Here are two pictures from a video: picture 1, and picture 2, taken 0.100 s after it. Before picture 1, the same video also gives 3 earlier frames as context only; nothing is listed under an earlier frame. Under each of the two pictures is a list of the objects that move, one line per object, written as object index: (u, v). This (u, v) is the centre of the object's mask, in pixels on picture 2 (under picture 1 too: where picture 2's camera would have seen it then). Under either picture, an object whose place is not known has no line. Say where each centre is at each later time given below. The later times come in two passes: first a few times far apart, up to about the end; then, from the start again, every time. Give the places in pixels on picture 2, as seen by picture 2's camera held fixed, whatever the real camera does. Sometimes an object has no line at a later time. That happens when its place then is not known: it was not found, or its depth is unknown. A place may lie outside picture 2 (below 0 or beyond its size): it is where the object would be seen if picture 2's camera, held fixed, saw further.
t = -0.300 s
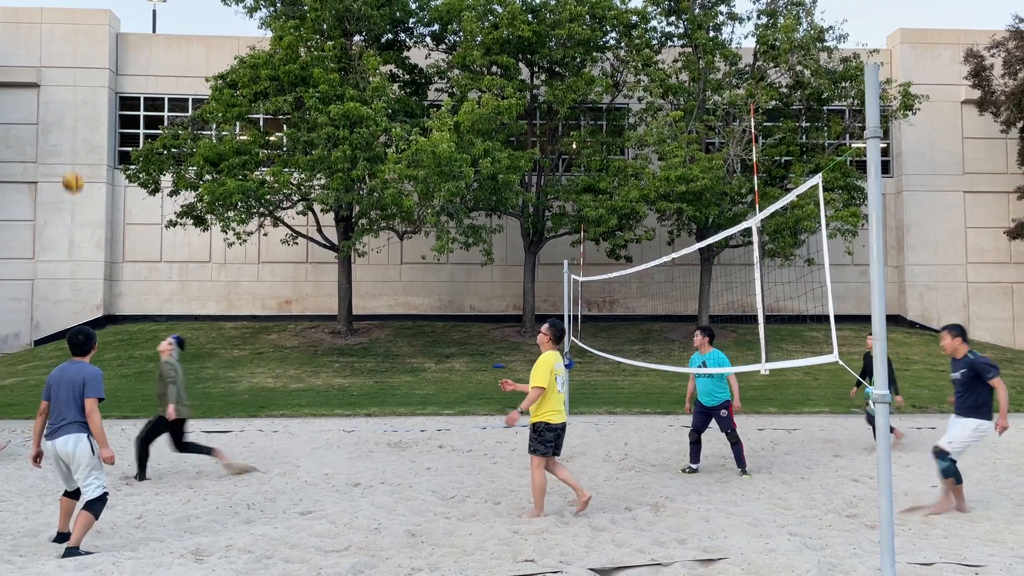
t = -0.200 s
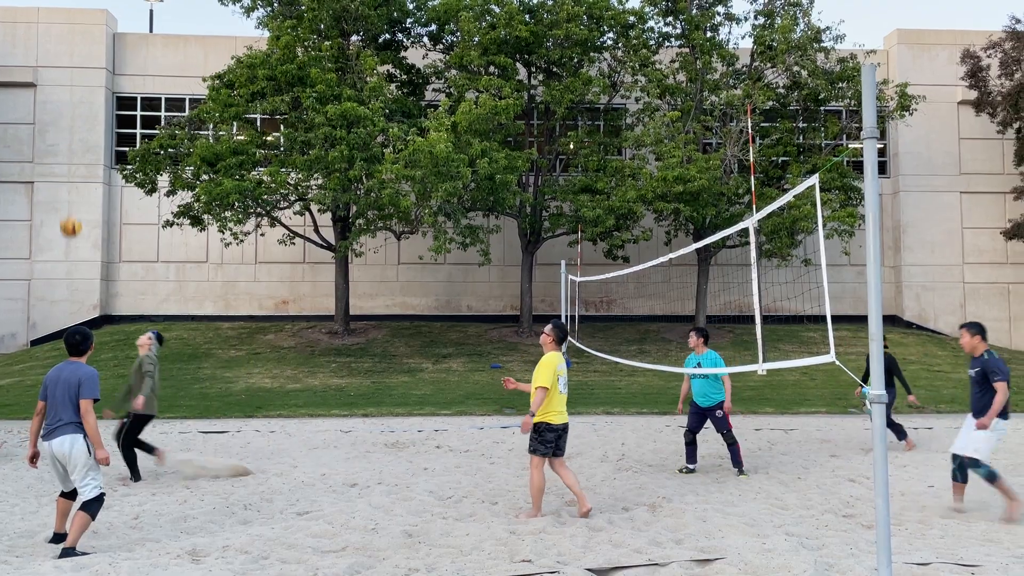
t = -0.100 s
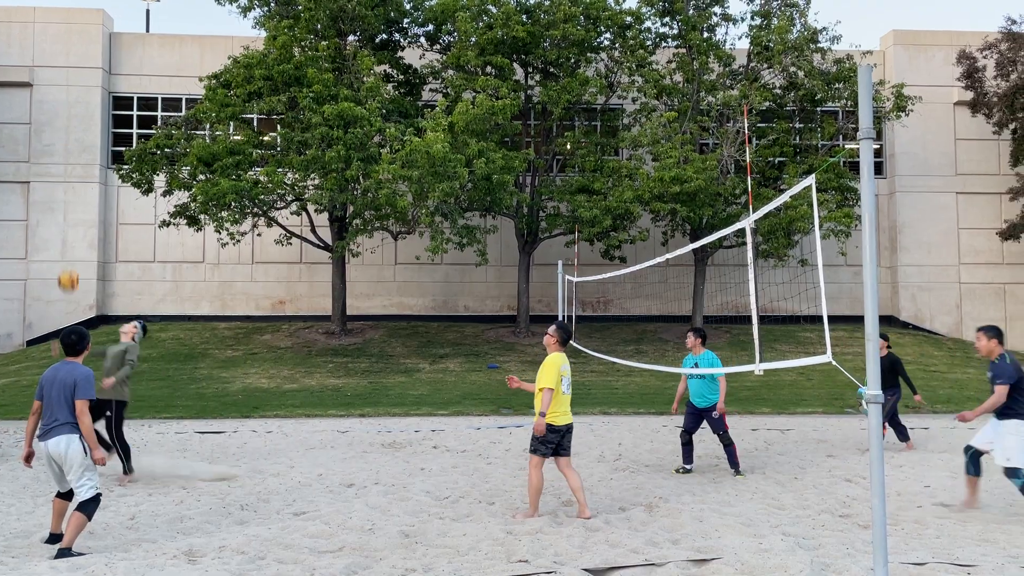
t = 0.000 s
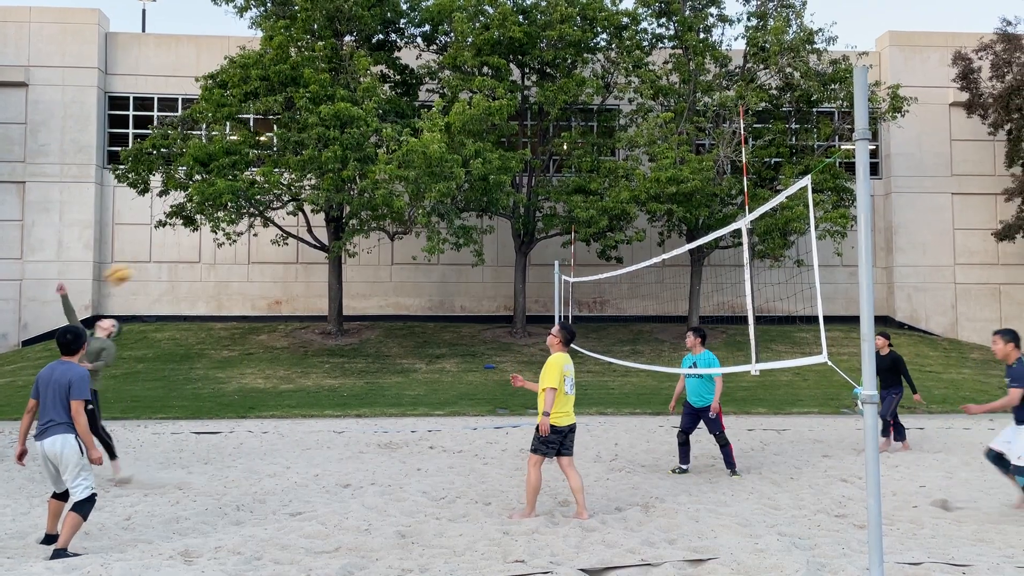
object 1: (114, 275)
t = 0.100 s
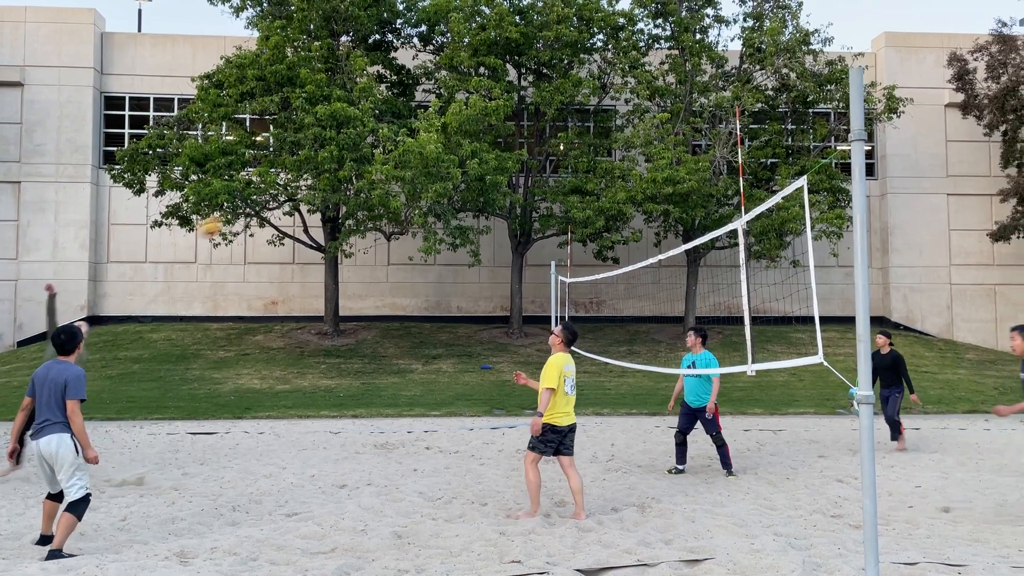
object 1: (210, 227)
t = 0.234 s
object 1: (333, 183)
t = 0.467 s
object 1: (534, 155)
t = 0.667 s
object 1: (695, 172)
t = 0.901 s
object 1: (871, 239)
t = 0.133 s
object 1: (243, 213)
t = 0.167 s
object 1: (272, 203)
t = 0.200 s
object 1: (303, 192)
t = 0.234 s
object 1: (333, 183)
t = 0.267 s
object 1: (363, 176)
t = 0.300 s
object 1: (393, 169)
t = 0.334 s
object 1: (422, 165)
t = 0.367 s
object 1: (451, 160)
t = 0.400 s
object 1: (479, 156)
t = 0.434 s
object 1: (507, 155)
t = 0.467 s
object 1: (534, 155)
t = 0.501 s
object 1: (561, 155)
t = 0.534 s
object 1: (588, 156)
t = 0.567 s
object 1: (615, 158)
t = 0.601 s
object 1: (642, 162)
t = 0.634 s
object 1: (668, 166)
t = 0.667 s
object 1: (695, 172)
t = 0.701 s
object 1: (721, 178)
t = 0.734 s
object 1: (750, 187)
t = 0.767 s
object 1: (769, 191)
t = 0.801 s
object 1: (794, 204)
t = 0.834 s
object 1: (822, 215)
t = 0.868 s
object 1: (842, 225)
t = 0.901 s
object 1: (871, 239)
